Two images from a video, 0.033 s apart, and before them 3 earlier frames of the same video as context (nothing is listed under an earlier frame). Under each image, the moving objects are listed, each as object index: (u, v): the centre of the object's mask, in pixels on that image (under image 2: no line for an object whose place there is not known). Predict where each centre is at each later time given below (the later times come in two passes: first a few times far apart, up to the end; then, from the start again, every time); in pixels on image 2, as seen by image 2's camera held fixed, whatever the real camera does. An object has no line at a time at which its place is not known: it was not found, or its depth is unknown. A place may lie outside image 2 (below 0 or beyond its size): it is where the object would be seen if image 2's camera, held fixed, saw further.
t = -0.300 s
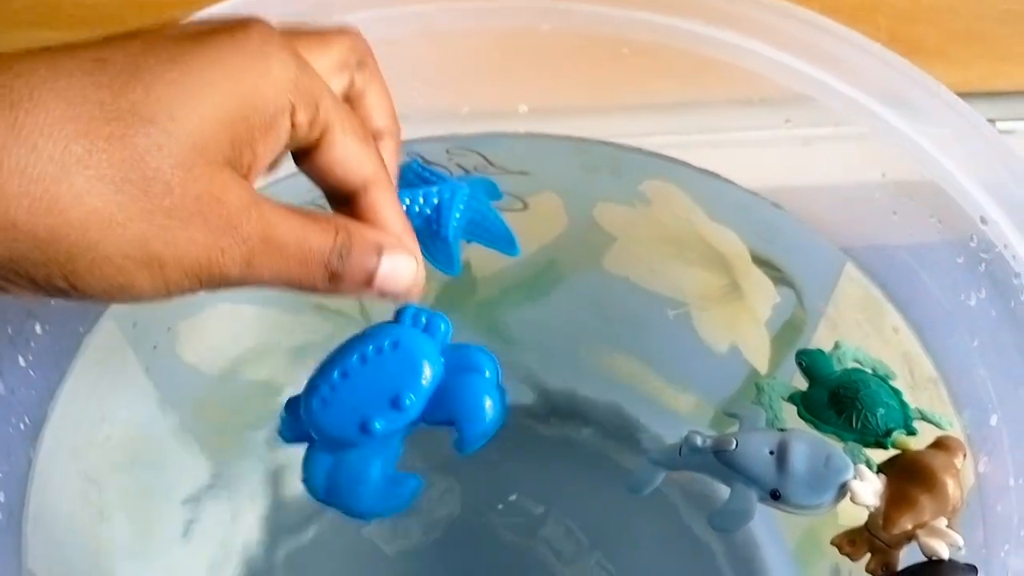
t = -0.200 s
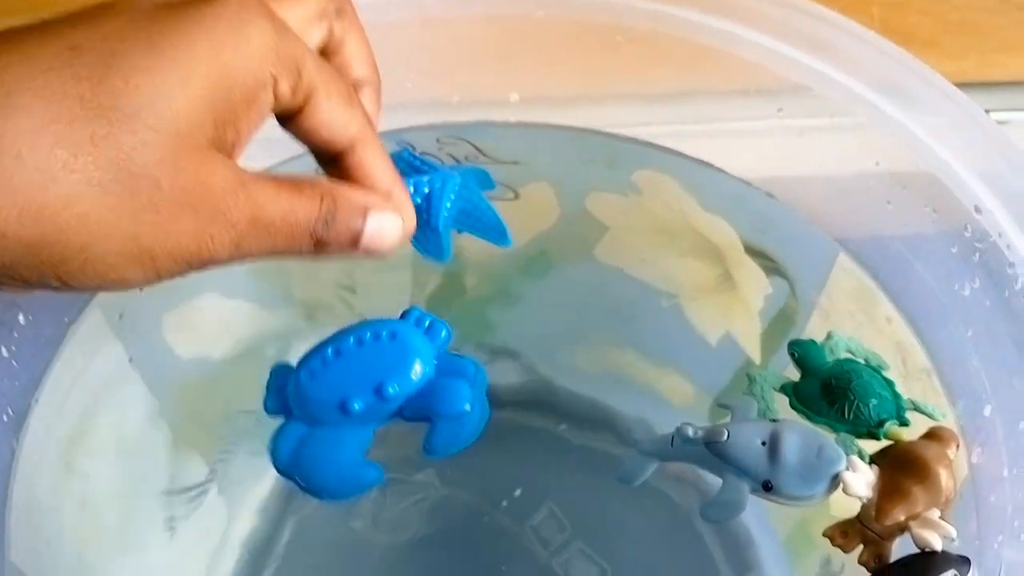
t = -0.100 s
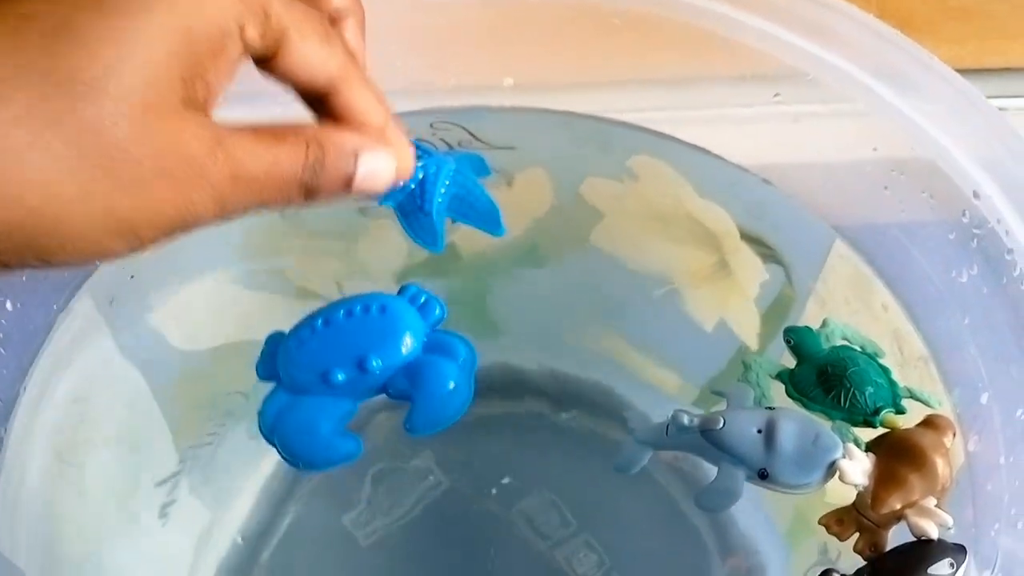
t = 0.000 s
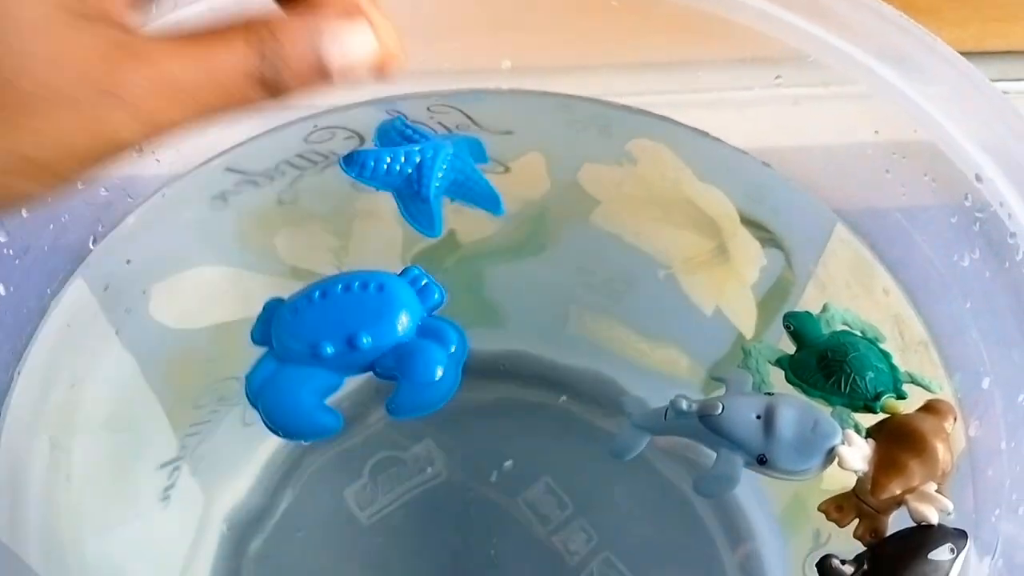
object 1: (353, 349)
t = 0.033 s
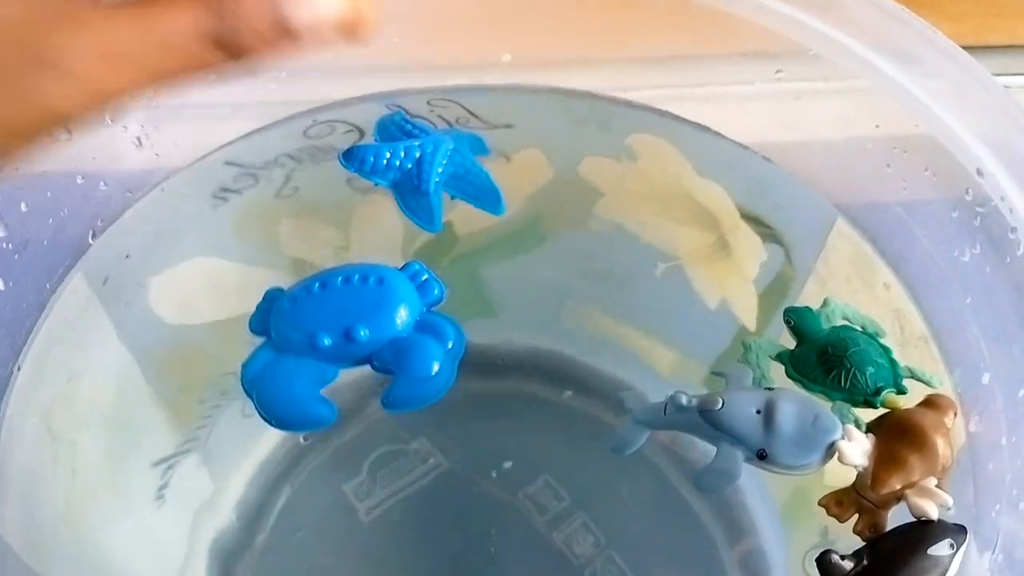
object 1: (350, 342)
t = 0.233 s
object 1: (343, 327)
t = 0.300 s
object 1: (339, 324)
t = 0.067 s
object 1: (348, 339)
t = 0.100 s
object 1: (347, 336)
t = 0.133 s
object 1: (347, 333)
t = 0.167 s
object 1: (346, 330)
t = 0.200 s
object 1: (345, 329)
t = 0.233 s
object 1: (343, 327)
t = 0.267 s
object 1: (341, 325)
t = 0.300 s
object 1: (339, 324)
